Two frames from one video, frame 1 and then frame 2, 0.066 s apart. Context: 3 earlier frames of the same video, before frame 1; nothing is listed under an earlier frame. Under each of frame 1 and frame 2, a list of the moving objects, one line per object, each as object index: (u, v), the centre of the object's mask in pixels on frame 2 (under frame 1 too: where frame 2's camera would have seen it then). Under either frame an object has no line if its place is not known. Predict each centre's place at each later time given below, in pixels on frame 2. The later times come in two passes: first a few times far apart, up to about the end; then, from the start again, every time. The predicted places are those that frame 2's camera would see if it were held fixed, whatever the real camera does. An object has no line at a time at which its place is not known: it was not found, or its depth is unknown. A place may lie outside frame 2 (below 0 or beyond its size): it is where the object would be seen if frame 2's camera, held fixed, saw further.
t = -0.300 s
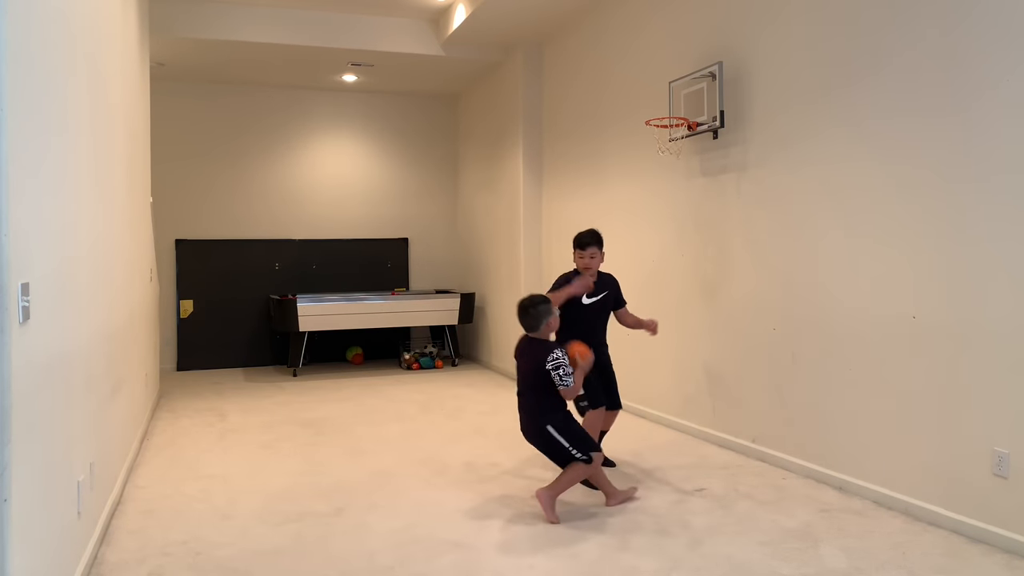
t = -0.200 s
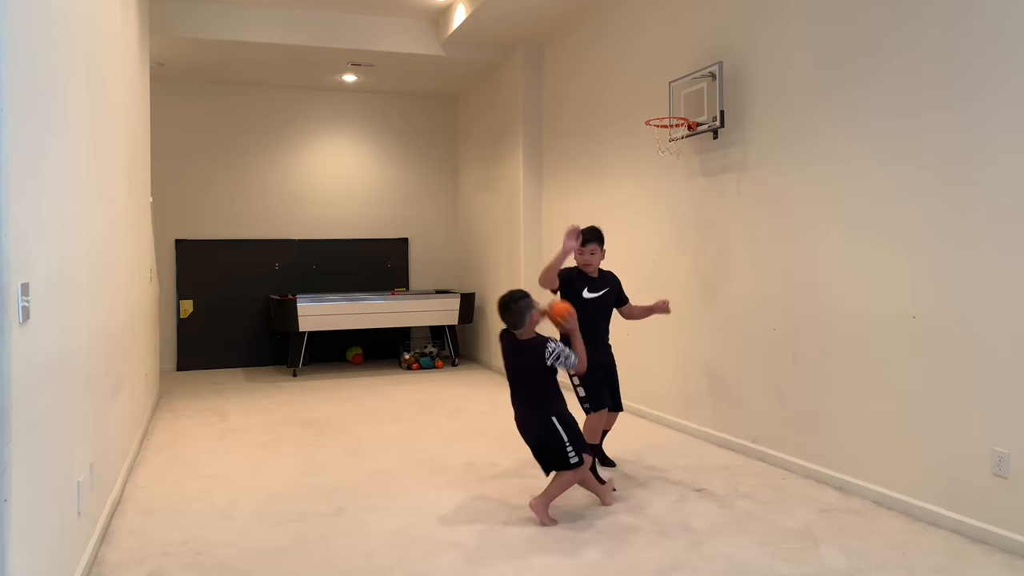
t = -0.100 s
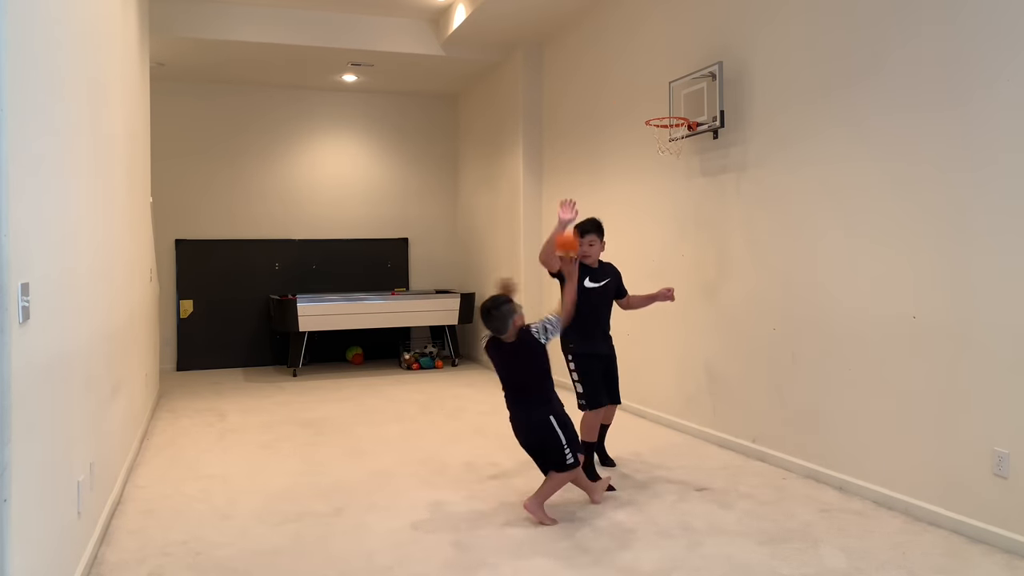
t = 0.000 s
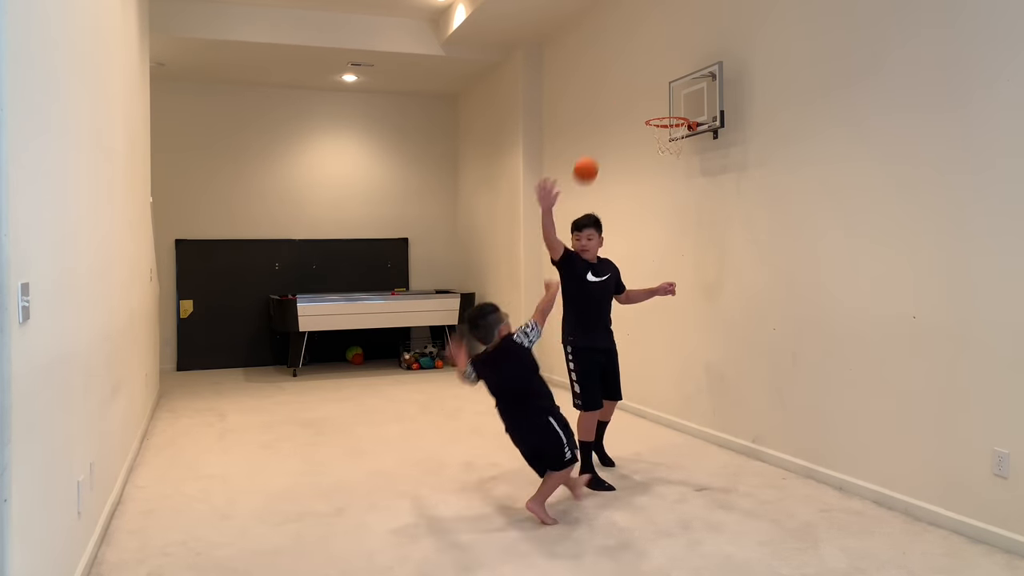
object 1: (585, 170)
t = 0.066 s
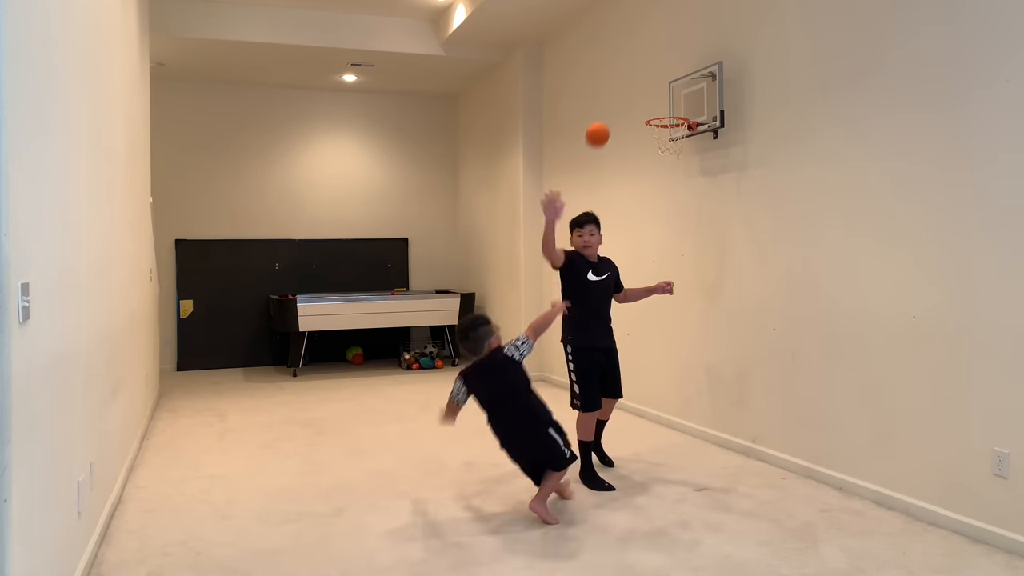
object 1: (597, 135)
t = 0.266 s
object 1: (628, 85)
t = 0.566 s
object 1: (652, 124)
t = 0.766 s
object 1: (632, 197)
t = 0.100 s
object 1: (603, 121)
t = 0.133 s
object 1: (608, 109)
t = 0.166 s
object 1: (613, 100)
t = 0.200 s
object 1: (618, 92)
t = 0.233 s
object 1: (623, 88)
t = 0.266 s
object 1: (628, 85)
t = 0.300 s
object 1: (632, 84)
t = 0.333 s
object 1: (636, 85)
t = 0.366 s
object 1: (640, 88)
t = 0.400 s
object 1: (645, 92)
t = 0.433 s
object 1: (649, 97)
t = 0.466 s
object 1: (653, 105)
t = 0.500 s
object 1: (656, 114)
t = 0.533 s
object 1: (655, 119)
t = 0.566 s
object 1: (652, 124)
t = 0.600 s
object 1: (649, 132)
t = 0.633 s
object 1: (646, 140)
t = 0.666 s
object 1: (642, 151)
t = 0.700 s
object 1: (639, 165)
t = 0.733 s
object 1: (636, 180)
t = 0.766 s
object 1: (632, 197)
